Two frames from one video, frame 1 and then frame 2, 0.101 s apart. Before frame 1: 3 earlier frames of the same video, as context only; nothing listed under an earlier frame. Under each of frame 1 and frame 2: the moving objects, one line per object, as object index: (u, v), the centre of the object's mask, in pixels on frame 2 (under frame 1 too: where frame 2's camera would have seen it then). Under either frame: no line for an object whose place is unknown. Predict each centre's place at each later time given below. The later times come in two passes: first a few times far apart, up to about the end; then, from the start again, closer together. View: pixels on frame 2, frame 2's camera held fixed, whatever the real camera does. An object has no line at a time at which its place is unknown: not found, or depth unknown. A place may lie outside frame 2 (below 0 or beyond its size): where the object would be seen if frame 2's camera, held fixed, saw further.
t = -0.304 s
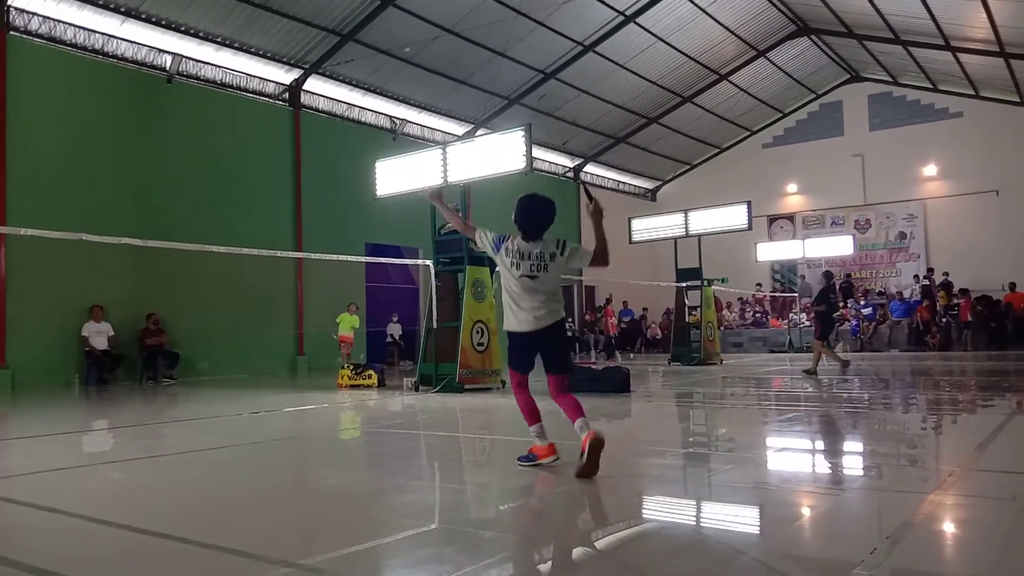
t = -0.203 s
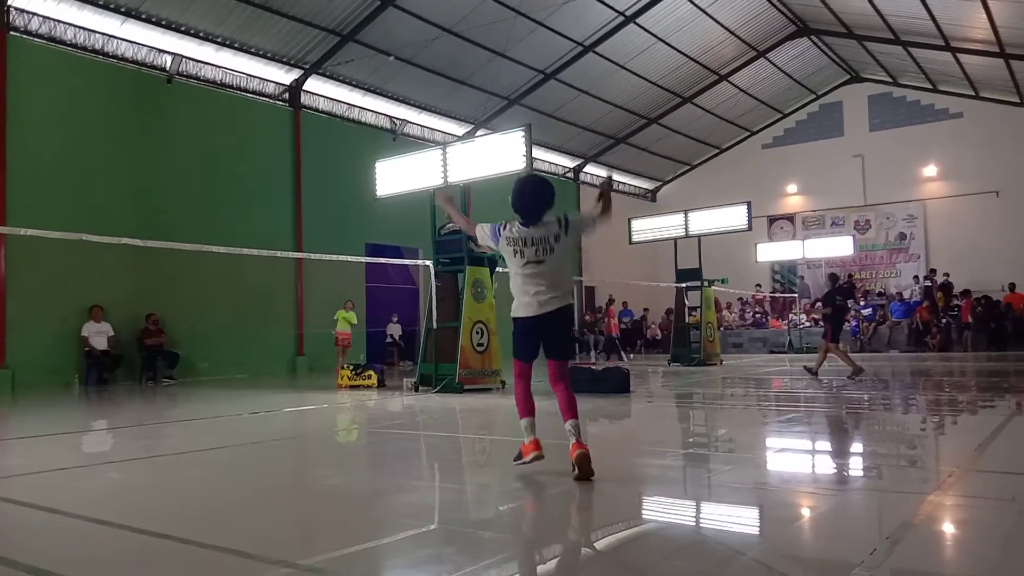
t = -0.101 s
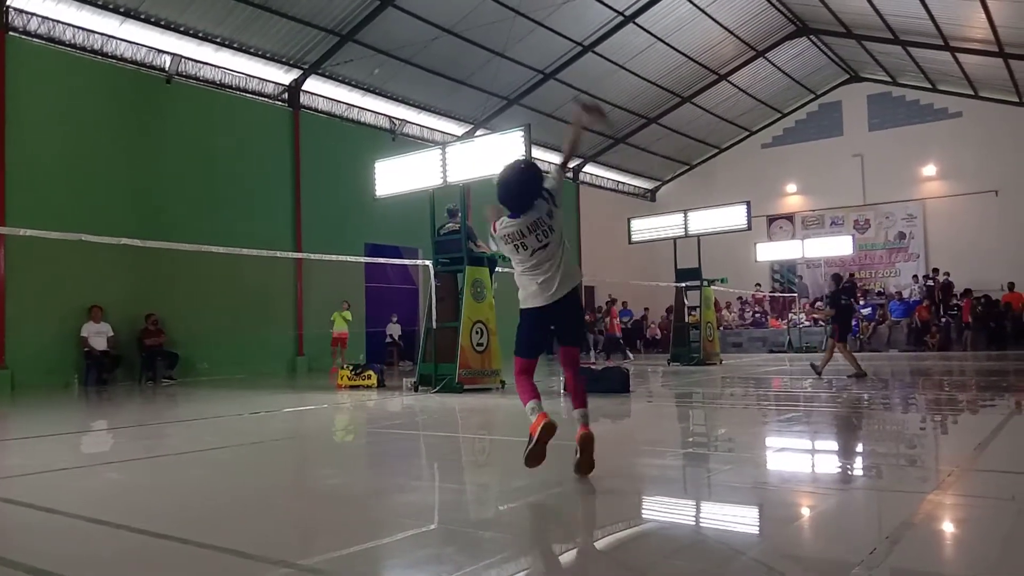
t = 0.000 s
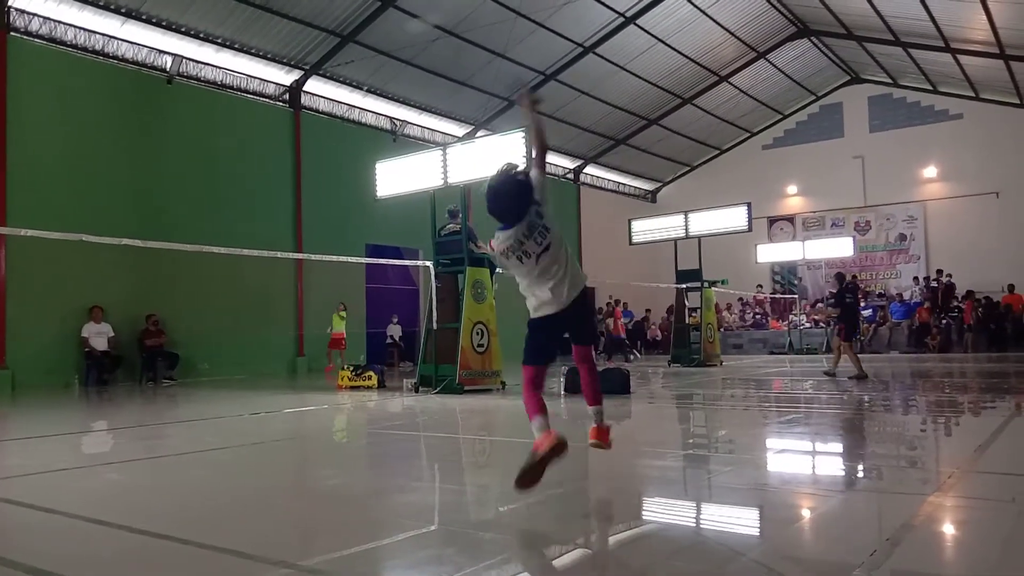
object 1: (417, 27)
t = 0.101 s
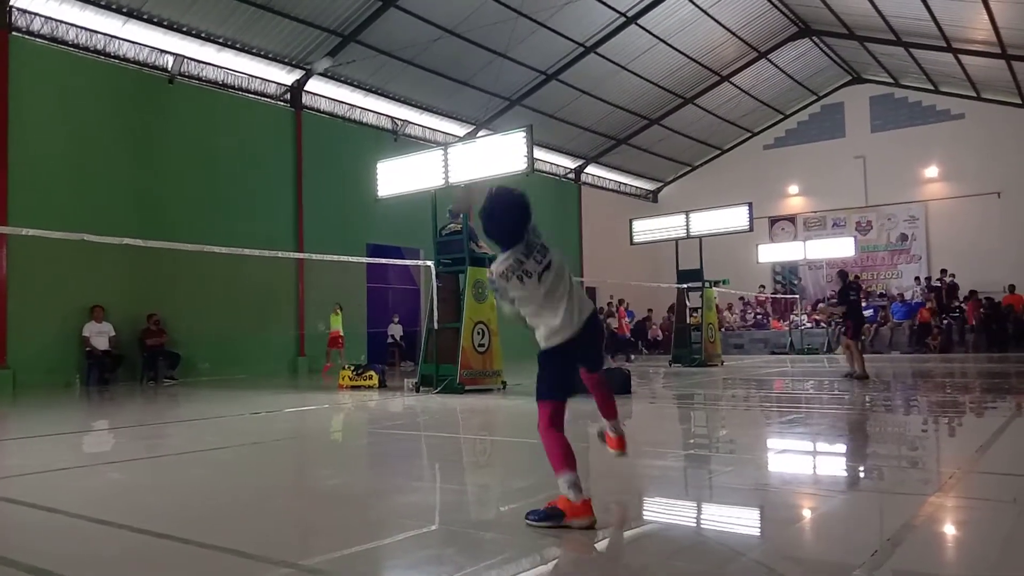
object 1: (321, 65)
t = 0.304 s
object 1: (240, 135)
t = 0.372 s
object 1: (224, 155)
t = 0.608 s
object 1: (191, 233)
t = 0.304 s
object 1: (240, 135)
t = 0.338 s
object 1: (231, 145)
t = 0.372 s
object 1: (224, 155)
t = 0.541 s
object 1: (198, 210)
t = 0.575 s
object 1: (195, 222)
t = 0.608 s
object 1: (191, 233)
